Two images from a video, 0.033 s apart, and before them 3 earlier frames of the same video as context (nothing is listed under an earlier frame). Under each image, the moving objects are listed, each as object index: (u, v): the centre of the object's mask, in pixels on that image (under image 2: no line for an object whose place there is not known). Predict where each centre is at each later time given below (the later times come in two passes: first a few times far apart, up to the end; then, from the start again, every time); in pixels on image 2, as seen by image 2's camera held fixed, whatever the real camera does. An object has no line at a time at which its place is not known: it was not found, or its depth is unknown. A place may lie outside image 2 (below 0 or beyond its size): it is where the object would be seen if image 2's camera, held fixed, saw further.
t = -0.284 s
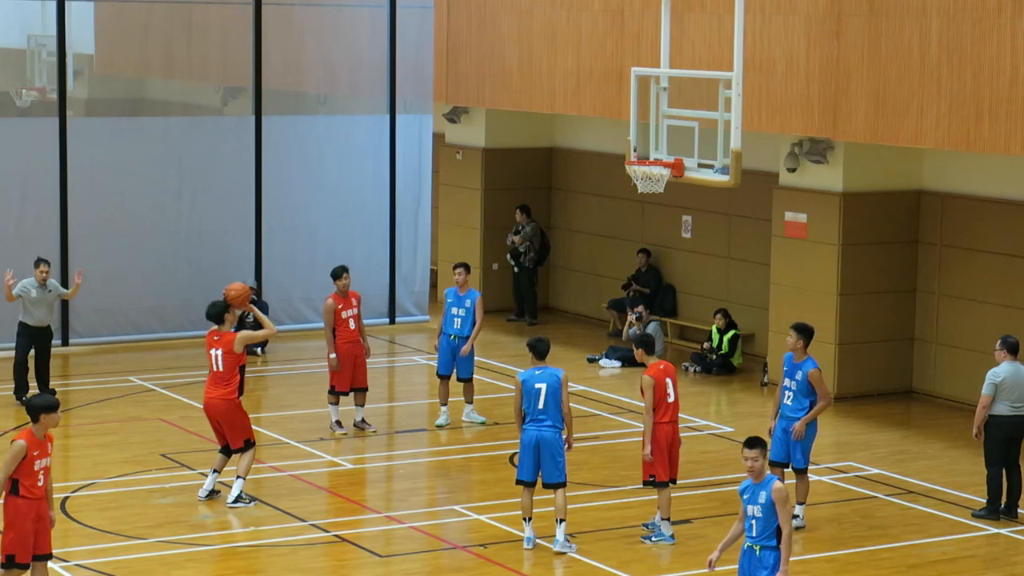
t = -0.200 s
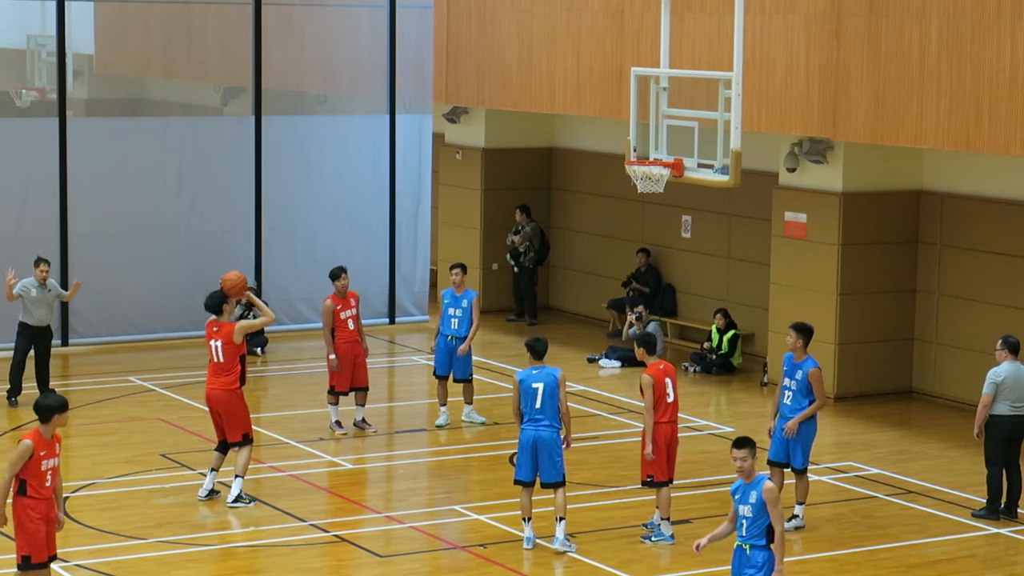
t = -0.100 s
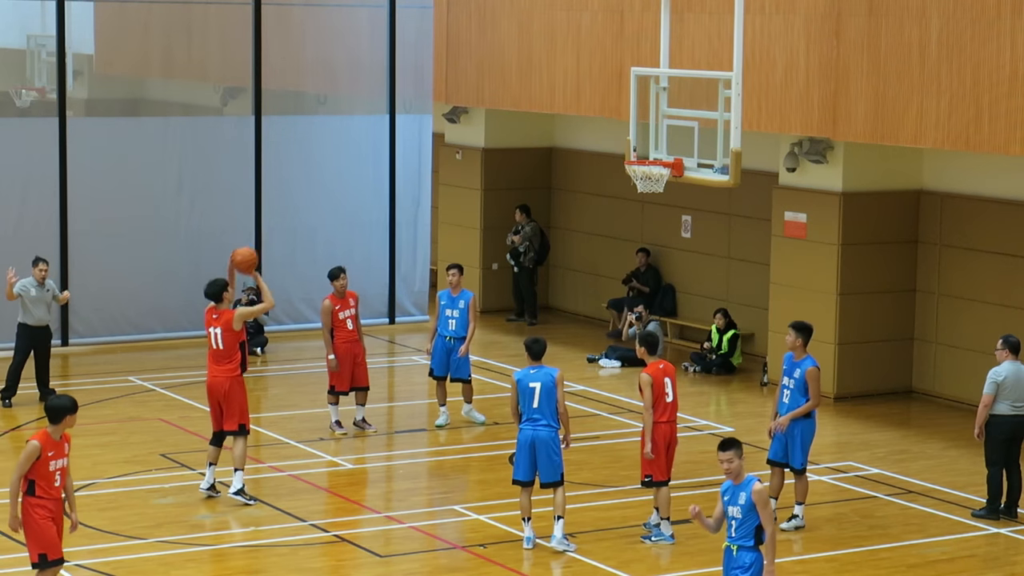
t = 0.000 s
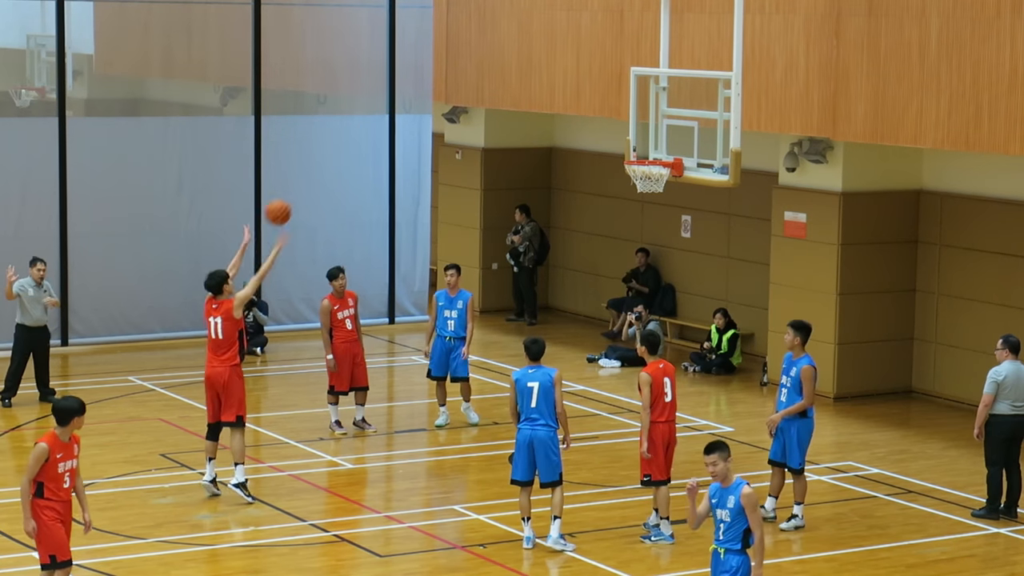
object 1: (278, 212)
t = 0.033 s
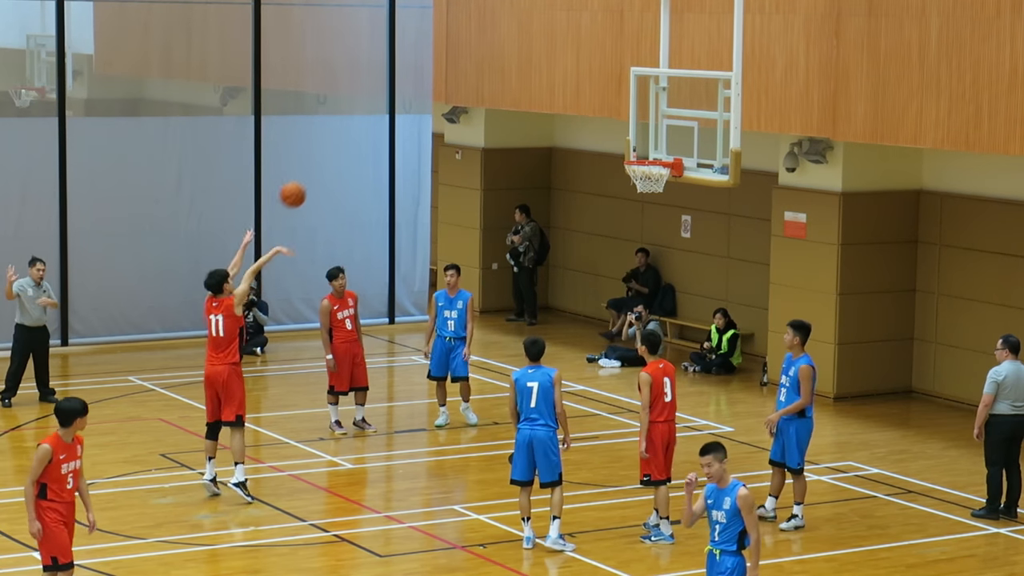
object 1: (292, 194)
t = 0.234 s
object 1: (379, 115)
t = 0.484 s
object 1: (480, 75)
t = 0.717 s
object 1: (569, 94)
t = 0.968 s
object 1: (653, 169)
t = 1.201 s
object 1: (667, 276)
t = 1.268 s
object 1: (670, 317)
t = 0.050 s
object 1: (300, 186)
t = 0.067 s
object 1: (307, 178)
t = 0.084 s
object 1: (314, 170)
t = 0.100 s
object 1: (322, 164)
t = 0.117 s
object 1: (329, 156)
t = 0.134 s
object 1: (336, 149)
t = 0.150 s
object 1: (343, 143)
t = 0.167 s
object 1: (351, 137)
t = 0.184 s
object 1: (358, 131)
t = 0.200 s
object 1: (365, 125)
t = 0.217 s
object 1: (372, 120)
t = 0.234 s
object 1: (379, 115)
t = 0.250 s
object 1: (386, 110)
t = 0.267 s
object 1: (393, 106)
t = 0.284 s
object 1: (399, 102)
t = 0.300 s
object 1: (406, 98)
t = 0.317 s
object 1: (414, 95)
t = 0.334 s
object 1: (421, 91)
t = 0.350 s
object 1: (427, 89)
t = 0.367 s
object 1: (434, 86)
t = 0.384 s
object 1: (441, 84)
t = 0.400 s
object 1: (447, 82)
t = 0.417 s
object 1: (454, 80)
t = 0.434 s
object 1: (460, 78)
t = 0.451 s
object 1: (466, 77)
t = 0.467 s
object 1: (473, 76)
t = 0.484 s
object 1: (480, 75)
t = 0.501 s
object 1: (486, 75)
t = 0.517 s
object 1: (493, 74)
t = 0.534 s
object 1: (499, 75)
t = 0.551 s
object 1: (506, 75)
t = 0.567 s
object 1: (512, 76)
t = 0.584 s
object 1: (519, 77)
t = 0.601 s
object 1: (525, 78)
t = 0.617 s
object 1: (531, 80)
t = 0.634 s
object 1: (538, 82)
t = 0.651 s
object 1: (544, 84)
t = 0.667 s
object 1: (550, 86)
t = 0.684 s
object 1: (557, 88)
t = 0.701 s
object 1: (563, 91)
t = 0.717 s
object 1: (569, 94)
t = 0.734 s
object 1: (575, 98)
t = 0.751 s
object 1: (581, 101)
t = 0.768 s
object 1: (587, 105)
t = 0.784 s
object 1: (593, 109)
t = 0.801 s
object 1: (599, 114)
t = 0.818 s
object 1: (604, 118)
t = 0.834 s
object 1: (610, 123)
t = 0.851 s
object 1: (616, 128)
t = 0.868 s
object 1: (622, 133)
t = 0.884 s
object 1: (628, 138)
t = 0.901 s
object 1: (634, 145)
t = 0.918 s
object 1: (640, 150)
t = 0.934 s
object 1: (645, 154)
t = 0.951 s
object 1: (651, 162)
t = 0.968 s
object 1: (653, 169)
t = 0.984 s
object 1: (653, 173)
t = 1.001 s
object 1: (658, 181)
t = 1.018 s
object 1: (656, 188)
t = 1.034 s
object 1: (657, 197)
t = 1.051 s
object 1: (658, 200)
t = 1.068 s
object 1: (659, 208)
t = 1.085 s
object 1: (660, 215)
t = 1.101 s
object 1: (661, 223)
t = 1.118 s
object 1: (662, 231)
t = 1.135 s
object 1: (663, 240)
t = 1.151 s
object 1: (664, 248)
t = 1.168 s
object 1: (665, 257)
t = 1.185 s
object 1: (666, 266)
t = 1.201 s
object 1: (667, 276)
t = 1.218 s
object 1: (668, 286)
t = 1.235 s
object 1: (668, 296)
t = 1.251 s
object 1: (669, 306)
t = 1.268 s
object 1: (670, 317)
